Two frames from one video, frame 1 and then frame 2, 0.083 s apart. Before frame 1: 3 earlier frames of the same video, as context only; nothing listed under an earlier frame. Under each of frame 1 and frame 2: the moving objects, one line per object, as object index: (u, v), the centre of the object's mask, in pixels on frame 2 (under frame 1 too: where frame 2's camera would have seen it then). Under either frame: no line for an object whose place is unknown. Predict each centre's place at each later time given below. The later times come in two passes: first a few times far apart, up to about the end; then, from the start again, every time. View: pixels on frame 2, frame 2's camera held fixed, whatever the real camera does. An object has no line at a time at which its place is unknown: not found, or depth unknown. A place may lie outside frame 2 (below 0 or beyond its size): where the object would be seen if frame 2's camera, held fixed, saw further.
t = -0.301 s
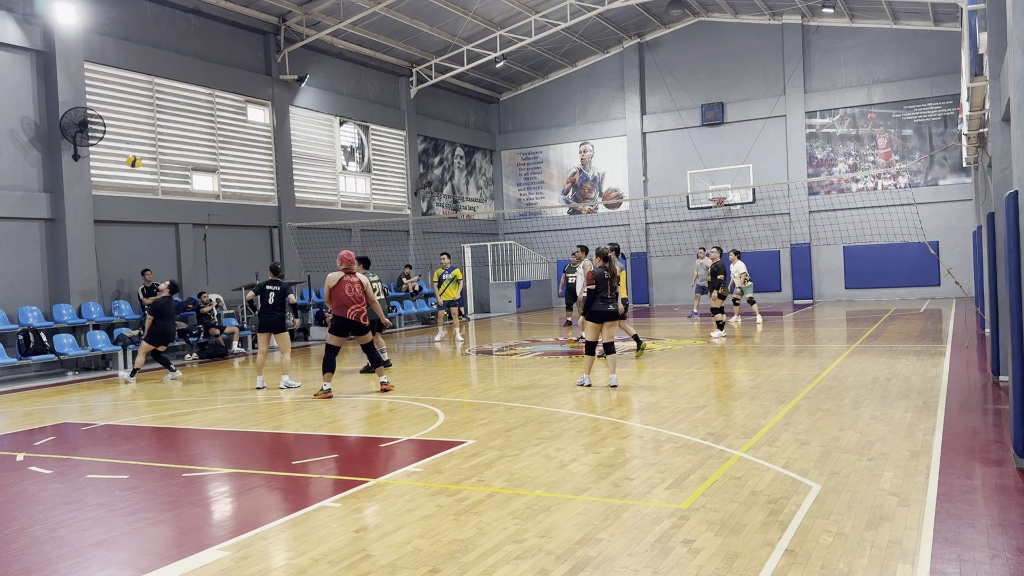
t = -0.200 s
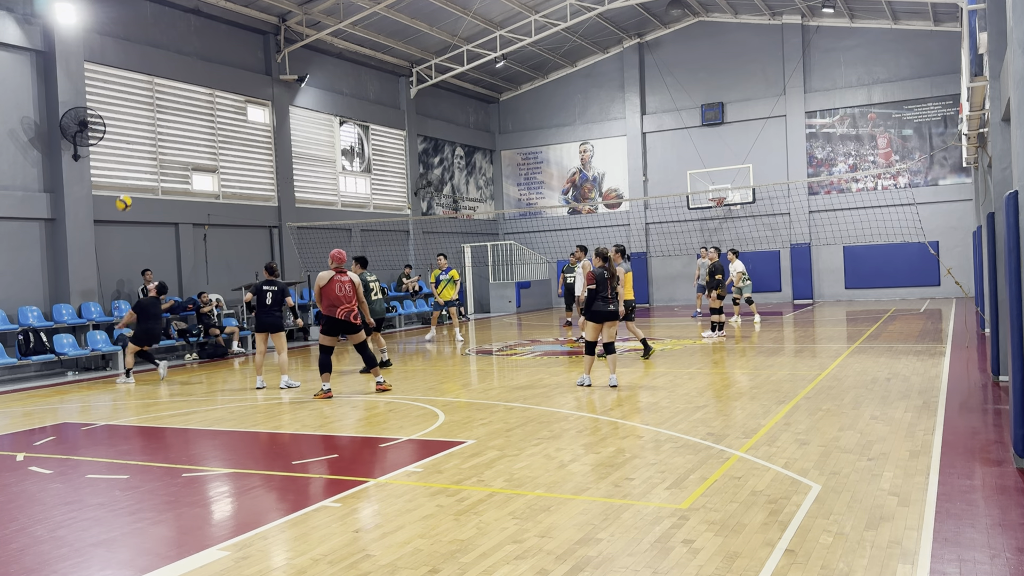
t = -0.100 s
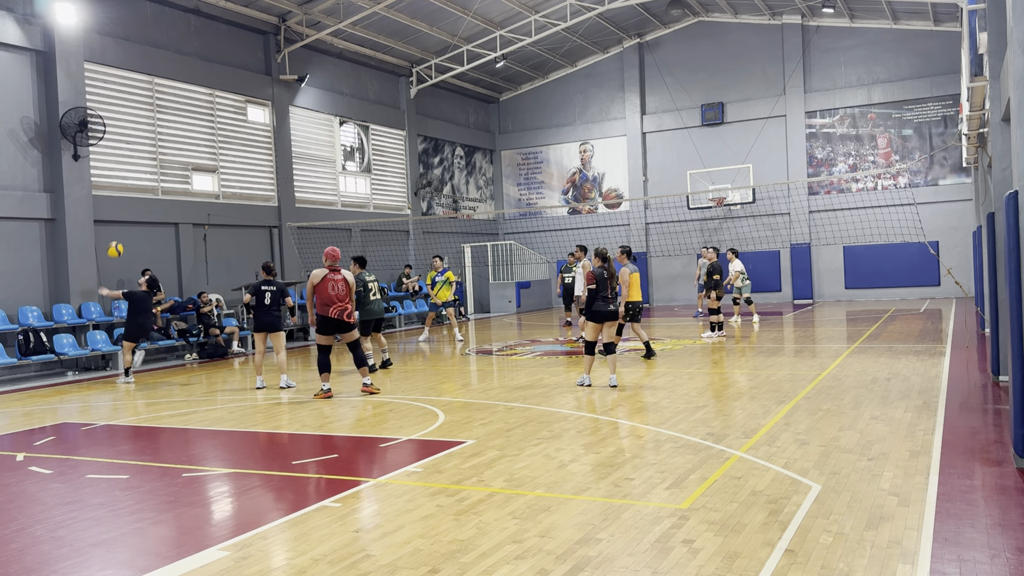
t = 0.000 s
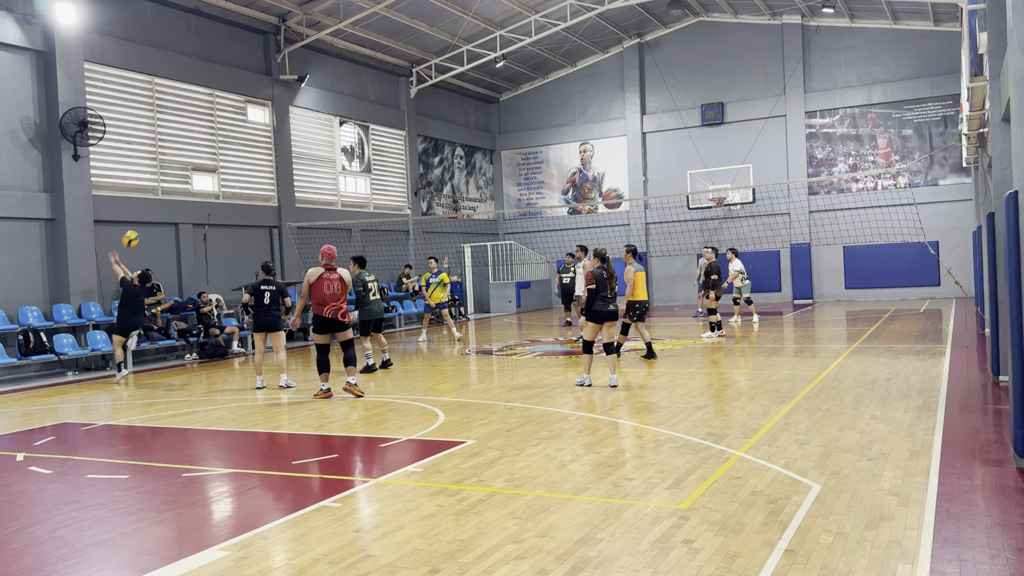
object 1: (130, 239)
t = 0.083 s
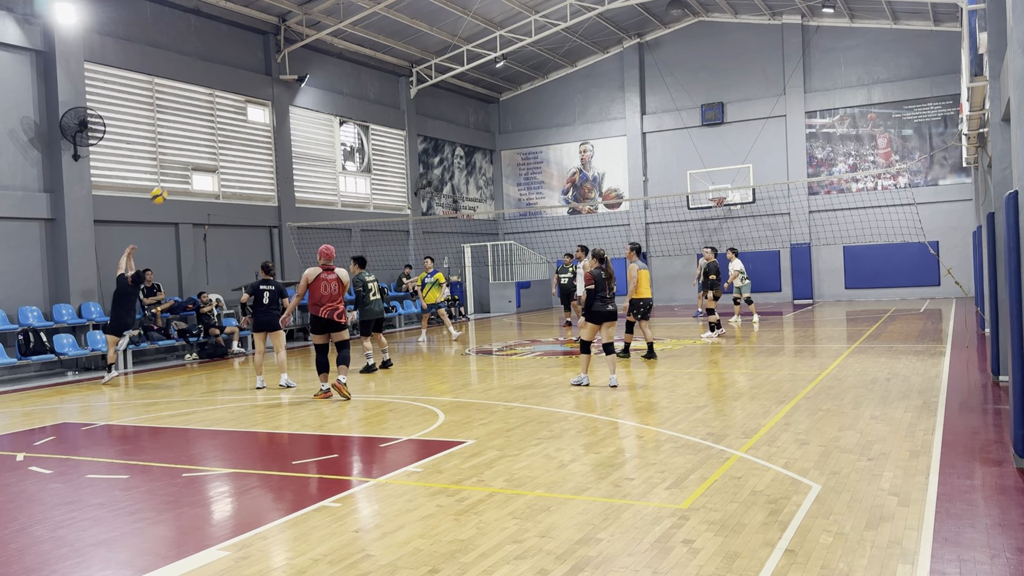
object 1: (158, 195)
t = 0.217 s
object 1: (206, 134)
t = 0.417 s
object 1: (279, 67)
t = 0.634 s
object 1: (364, 25)
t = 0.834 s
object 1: (446, 17)
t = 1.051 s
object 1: (539, 45)
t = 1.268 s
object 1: (635, 111)
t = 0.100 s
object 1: (164, 188)
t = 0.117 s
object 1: (170, 178)
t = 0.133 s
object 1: (176, 171)
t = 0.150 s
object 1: (181, 164)
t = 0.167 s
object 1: (188, 156)
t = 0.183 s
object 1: (193, 149)
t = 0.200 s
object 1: (199, 142)
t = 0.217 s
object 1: (206, 134)
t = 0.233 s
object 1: (211, 128)
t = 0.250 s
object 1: (217, 121)
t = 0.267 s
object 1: (223, 115)
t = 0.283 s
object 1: (229, 109)
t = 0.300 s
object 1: (235, 103)
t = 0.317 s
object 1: (242, 97)
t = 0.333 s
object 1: (248, 91)
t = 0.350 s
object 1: (254, 87)
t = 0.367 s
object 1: (260, 82)
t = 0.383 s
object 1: (266, 76)
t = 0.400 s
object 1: (273, 72)
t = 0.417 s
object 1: (279, 67)
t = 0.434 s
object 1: (285, 63)
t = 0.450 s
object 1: (291, 58)
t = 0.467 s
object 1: (298, 54)
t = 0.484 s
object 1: (305, 50)
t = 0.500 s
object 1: (311, 47)
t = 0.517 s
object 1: (317, 43)
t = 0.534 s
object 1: (324, 40)
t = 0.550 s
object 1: (331, 37)
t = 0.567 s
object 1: (337, 34)
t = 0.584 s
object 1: (344, 32)
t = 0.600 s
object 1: (351, 29)
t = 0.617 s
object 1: (358, 27)
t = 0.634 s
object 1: (364, 25)
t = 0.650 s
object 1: (371, 23)
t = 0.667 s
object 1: (377, 22)
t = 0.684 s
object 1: (384, 21)
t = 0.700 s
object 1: (391, 19)
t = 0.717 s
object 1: (398, 18)
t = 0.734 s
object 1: (405, 17)
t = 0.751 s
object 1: (412, 17)
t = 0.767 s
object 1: (419, 17)
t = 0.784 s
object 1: (426, 17)
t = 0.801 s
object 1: (433, 17)
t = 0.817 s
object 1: (439, 17)
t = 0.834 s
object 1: (446, 17)
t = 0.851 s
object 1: (453, 18)
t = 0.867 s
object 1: (460, 19)
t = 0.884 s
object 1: (468, 21)
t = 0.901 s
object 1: (475, 22)
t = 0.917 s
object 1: (482, 24)
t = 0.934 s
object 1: (489, 25)
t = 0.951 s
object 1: (496, 27)
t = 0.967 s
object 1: (503, 30)
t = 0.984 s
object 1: (511, 33)
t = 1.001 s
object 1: (518, 35)
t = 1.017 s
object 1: (525, 39)
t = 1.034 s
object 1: (532, 42)
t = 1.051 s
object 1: (539, 45)
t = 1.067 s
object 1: (546, 49)
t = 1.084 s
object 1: (554, 53)
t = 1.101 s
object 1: (561, 57)
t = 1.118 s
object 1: (568, 61)
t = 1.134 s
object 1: (576, 66)
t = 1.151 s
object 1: (583, 71)
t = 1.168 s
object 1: (590, 76)
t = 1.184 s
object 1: (598, 81)
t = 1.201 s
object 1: (605, 87)
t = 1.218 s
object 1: (613, 93)
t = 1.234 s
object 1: (620, 98)
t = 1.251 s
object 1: (628, 105)
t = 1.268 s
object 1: (635, 111)
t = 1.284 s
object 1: (643, 118)
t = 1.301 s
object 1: (650, 125)
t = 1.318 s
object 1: (657, 132)
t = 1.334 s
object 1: (665, 140)
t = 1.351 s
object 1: (672, 147)
